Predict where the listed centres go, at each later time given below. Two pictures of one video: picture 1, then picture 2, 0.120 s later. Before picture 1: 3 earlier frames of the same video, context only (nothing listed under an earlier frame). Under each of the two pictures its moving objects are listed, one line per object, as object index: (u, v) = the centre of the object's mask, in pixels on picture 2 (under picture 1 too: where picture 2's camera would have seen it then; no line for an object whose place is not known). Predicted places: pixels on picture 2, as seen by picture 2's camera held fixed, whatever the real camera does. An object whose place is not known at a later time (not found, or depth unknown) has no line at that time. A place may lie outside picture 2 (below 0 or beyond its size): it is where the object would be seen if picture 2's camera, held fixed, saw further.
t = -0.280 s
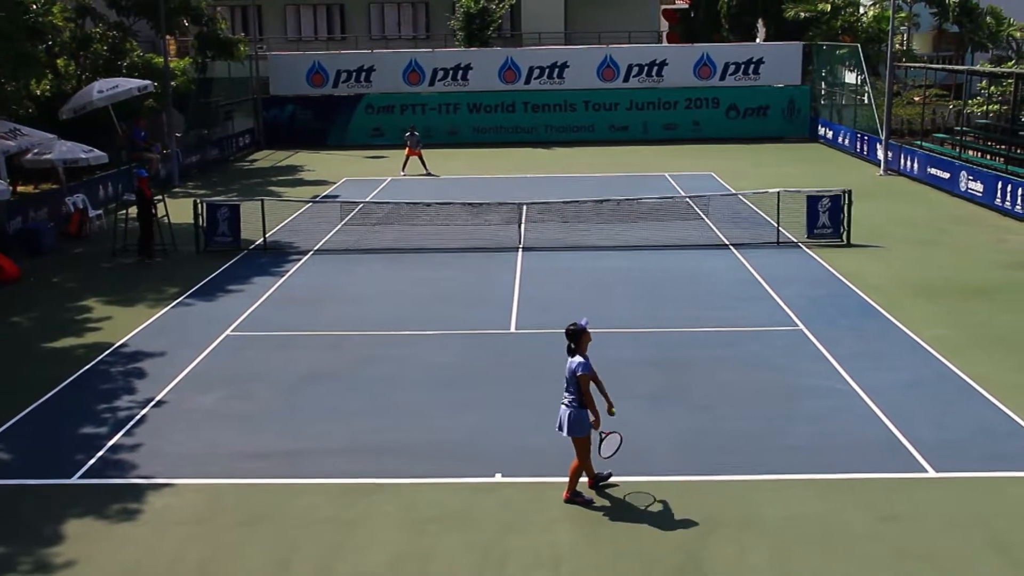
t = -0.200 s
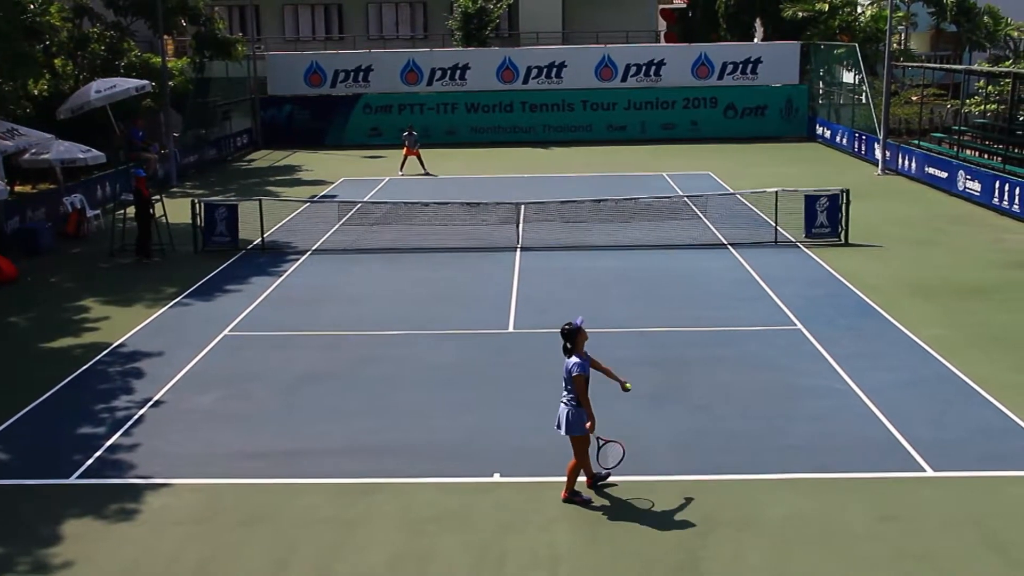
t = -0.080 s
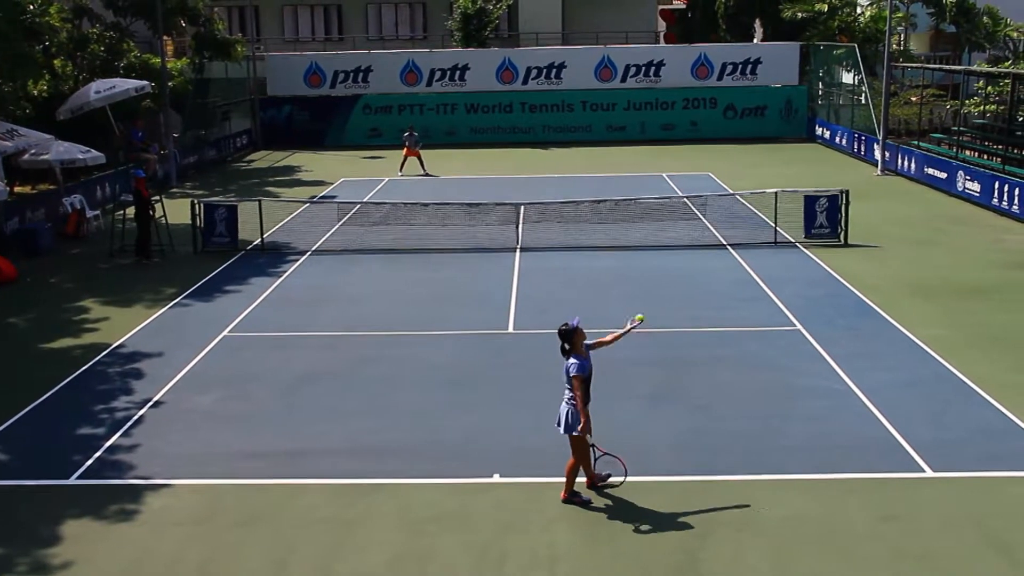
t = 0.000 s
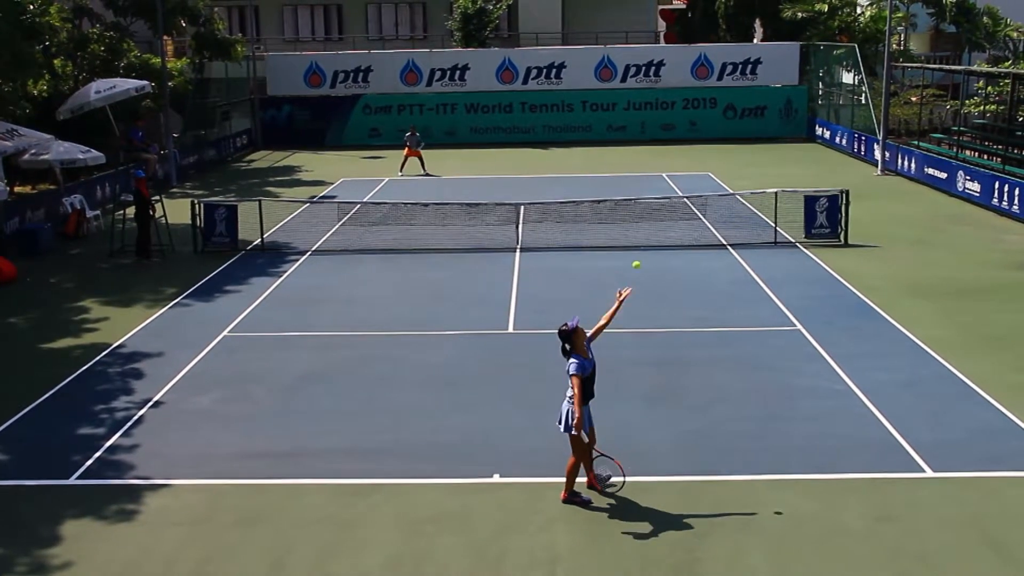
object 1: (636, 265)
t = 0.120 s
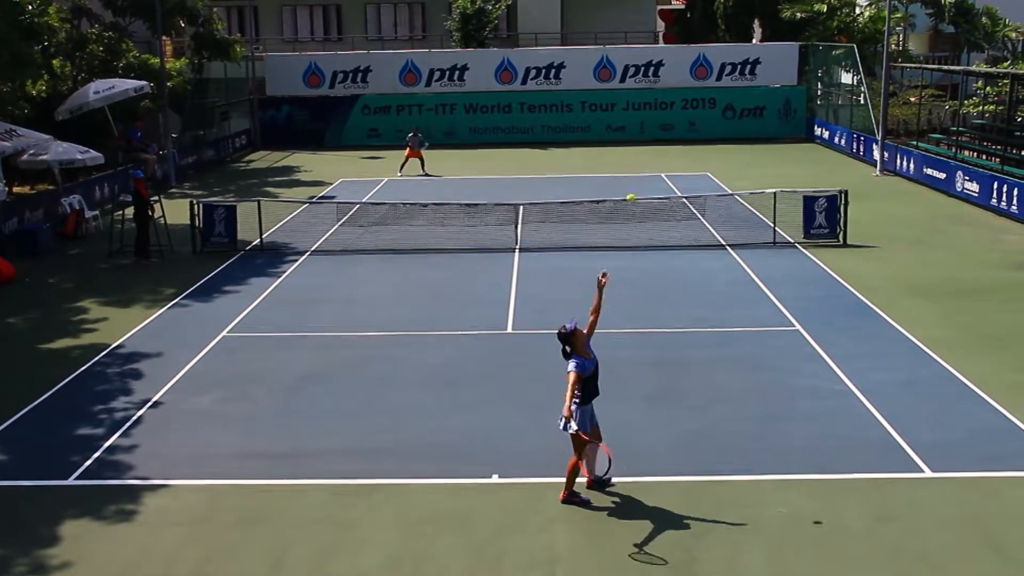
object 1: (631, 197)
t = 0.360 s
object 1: (621, 108)
